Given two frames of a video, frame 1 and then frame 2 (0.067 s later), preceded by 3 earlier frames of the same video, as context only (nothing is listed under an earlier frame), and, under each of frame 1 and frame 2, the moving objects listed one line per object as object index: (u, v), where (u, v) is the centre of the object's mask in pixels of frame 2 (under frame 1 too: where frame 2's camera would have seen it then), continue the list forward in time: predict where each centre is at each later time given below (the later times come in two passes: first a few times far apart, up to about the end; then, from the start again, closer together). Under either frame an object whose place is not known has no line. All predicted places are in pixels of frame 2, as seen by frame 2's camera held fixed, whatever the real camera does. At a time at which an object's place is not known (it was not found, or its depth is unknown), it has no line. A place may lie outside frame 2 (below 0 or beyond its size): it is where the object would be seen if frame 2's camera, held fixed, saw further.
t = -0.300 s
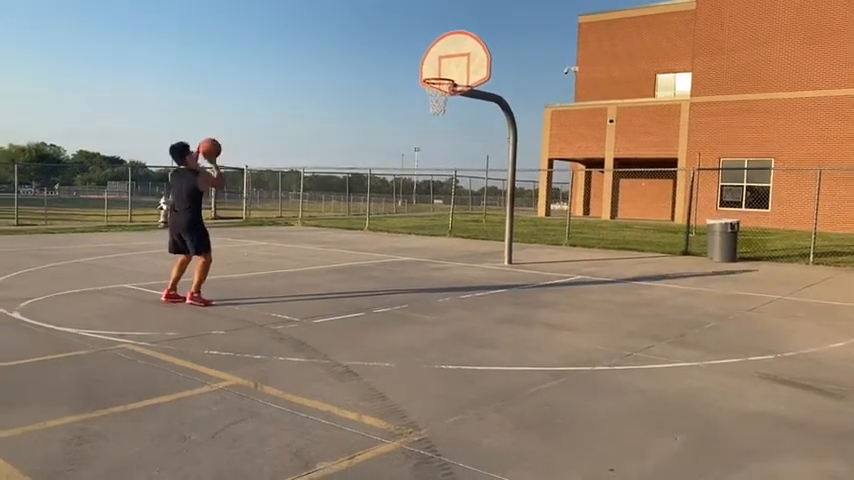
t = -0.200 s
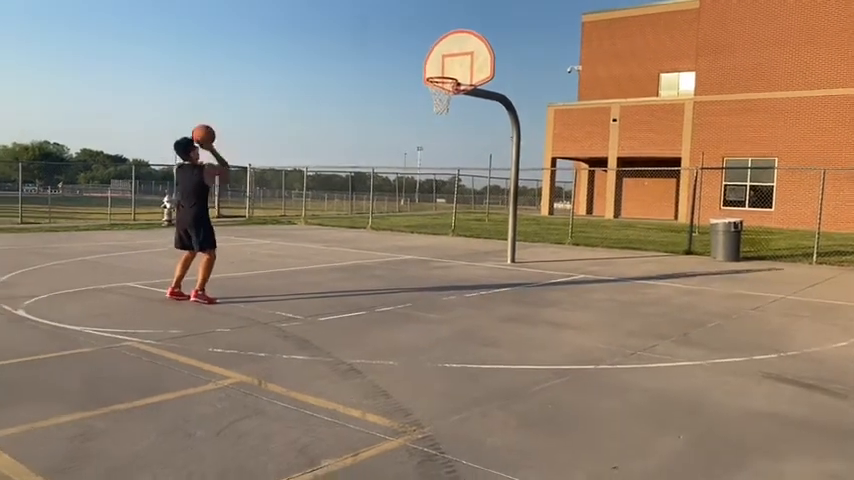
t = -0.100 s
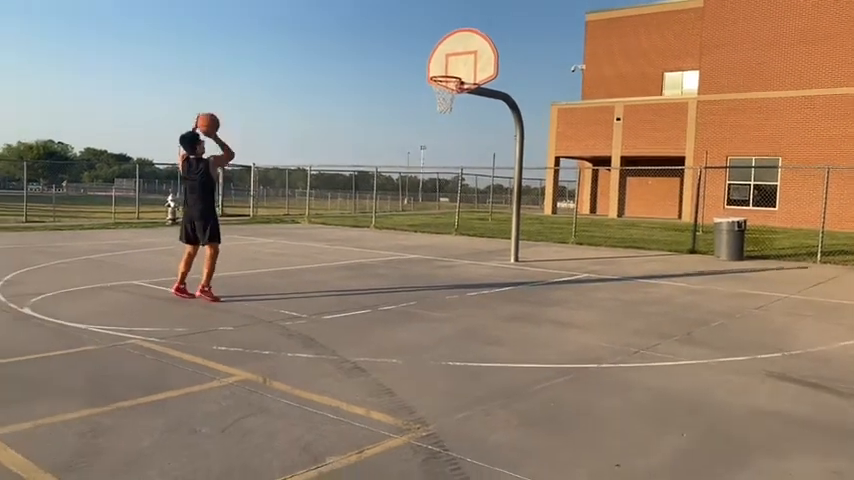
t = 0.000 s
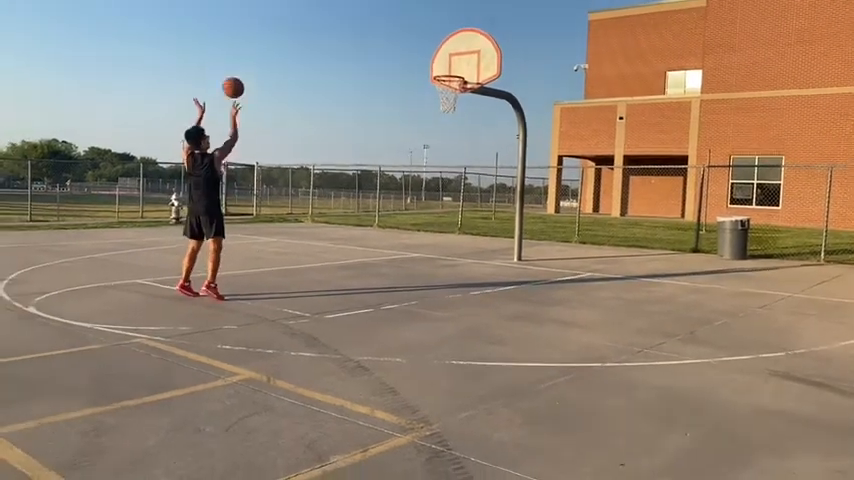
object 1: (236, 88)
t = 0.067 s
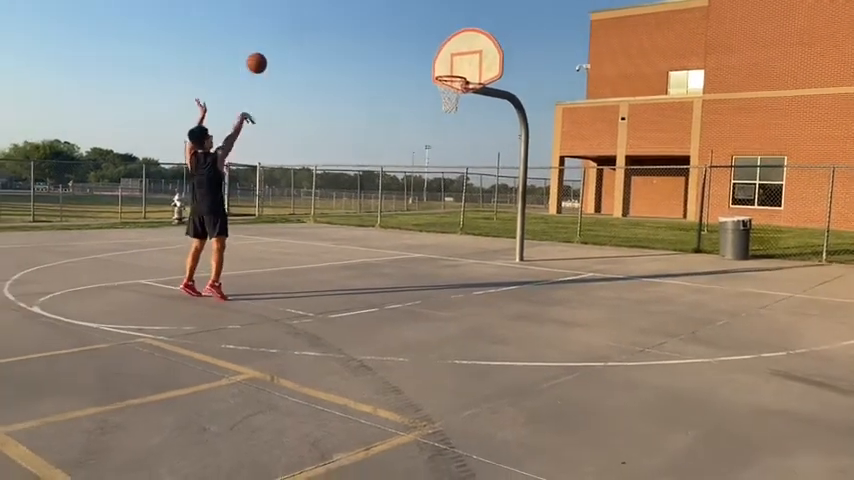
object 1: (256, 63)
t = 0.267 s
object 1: (314, 15)
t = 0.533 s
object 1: (379, 5)
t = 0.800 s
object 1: (430, 43)
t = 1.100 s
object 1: (450, 110)
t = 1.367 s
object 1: (433, 179)
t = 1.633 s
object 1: (416, 250)
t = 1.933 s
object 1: (391, 183)
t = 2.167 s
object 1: (367, 167)
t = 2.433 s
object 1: (337, 192)
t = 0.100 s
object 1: (266, 52)
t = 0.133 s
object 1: (277, 42)
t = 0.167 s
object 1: (286, 34)
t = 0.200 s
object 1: (296, 26)
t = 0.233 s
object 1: (305, 20)
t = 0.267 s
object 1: (314, 15)
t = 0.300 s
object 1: (323, 10)
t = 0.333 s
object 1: (331, 7)
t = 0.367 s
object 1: (340, 3)
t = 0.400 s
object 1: (349, 5)
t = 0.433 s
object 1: (356, 2)
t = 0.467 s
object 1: (363, 2)
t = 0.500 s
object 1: (371, 3)
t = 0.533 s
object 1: (379, 5)
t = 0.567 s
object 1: (386, 7)
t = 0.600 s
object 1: (393, 10)
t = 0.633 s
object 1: (400, 14)
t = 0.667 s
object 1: (406, 19)
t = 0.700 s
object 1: (412, 24)
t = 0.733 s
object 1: (419, 30)
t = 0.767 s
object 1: (424, 36)
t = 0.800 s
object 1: (430, 43)
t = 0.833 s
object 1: (436, 51)
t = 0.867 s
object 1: (442, 59)
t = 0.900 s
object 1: (447, 68)
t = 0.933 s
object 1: (452, 76)
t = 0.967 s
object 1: (459, 85)
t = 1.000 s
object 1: (456, 94)
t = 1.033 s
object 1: (455, 100)
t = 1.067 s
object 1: (452, 104)
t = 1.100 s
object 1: (450, 110)
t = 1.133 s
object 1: (448, 116)
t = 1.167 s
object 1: (445, 122)
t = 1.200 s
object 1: (443, 130)
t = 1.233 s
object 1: (441, 138)
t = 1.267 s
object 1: (439, 147)
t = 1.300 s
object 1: (437, 156)
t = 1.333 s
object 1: (435, 167)
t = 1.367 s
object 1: (433, 179)
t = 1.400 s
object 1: (430, 190)
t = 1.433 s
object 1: (430, 201)
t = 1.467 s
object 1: (428, 213)
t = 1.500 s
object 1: (425, 225)
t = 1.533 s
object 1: (423, 239)
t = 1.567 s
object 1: (421, 253)
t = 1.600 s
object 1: (419, 261)
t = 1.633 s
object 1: (416, 250)
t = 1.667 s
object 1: (413, 240)
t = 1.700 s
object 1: (411, 231)
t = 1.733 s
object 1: (408, 222)
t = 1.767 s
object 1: (405, 213)
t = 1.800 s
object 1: (403, 207)
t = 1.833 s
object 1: (400, 199)
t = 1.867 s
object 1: (397, 193)
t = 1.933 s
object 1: (391, 183)
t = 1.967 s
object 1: (388, 178)
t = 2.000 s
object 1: (384, 175)
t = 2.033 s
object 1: (381, 172)
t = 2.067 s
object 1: (378, 170)
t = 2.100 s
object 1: (374, 168)
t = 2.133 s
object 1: (371, 167)
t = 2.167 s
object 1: (367, 167)
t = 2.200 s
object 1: (363, 167)
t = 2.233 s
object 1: (360, 168)
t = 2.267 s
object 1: (356, 170)
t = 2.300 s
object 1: (352, 173)
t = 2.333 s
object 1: (347, 177)
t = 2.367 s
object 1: (344, 181)
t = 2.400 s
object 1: (340, 185)
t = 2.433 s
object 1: (337, 192)
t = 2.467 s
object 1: (332, 198)
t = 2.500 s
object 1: (329, 206)
